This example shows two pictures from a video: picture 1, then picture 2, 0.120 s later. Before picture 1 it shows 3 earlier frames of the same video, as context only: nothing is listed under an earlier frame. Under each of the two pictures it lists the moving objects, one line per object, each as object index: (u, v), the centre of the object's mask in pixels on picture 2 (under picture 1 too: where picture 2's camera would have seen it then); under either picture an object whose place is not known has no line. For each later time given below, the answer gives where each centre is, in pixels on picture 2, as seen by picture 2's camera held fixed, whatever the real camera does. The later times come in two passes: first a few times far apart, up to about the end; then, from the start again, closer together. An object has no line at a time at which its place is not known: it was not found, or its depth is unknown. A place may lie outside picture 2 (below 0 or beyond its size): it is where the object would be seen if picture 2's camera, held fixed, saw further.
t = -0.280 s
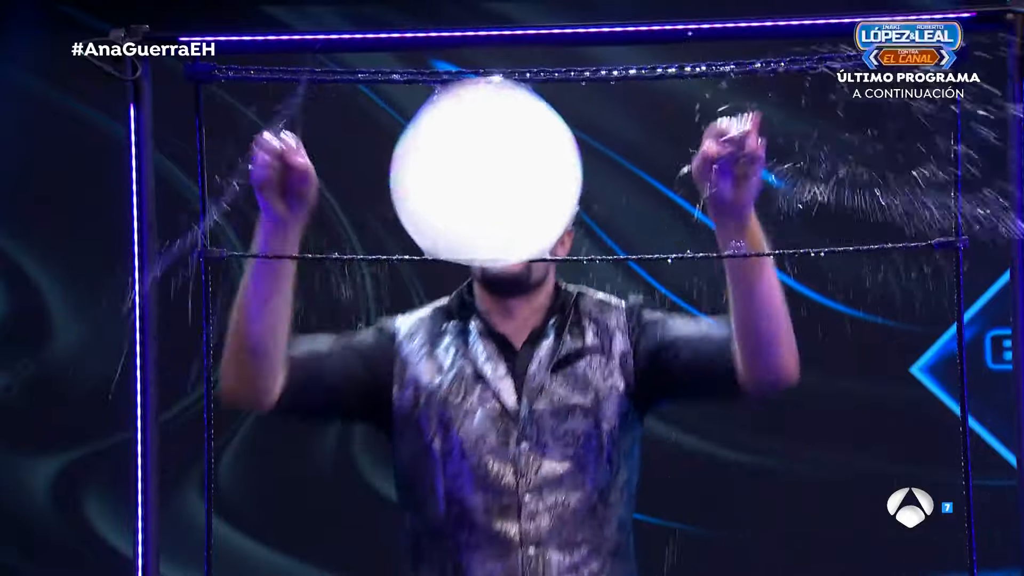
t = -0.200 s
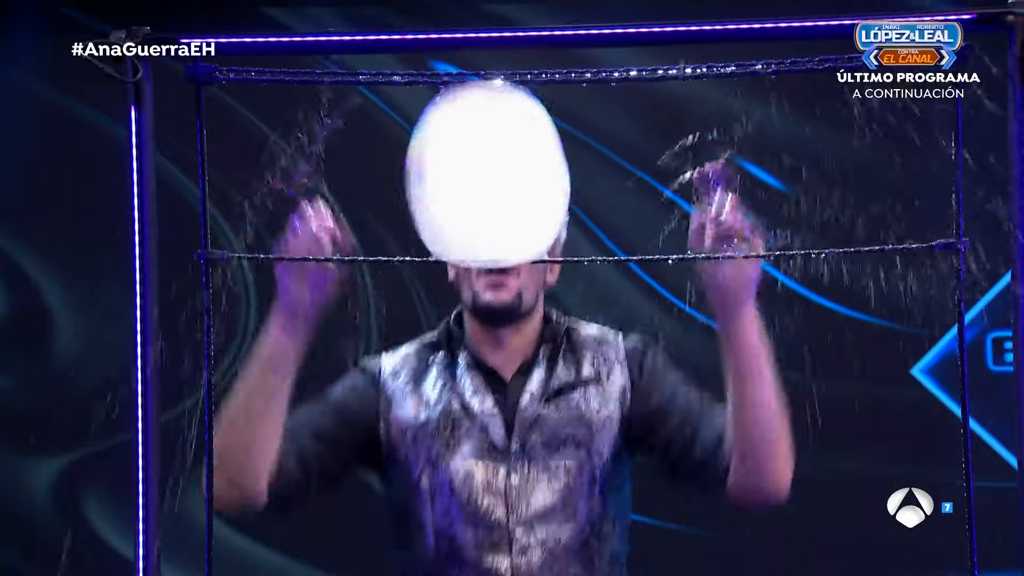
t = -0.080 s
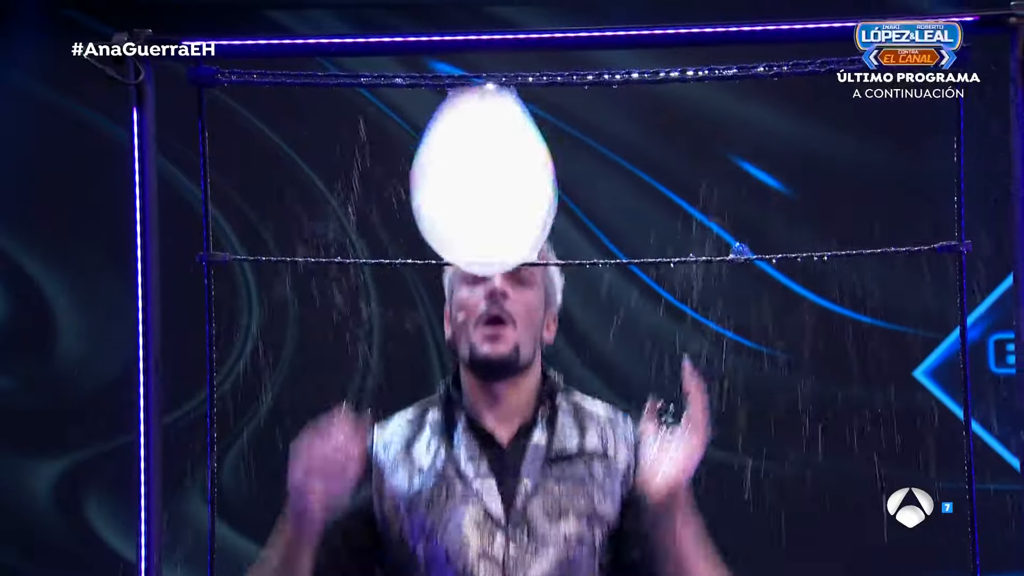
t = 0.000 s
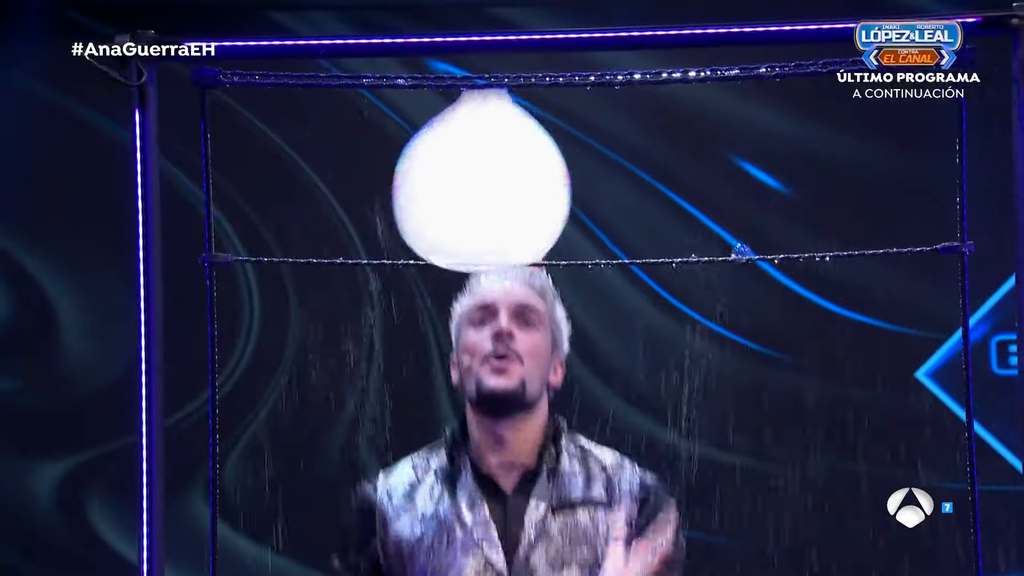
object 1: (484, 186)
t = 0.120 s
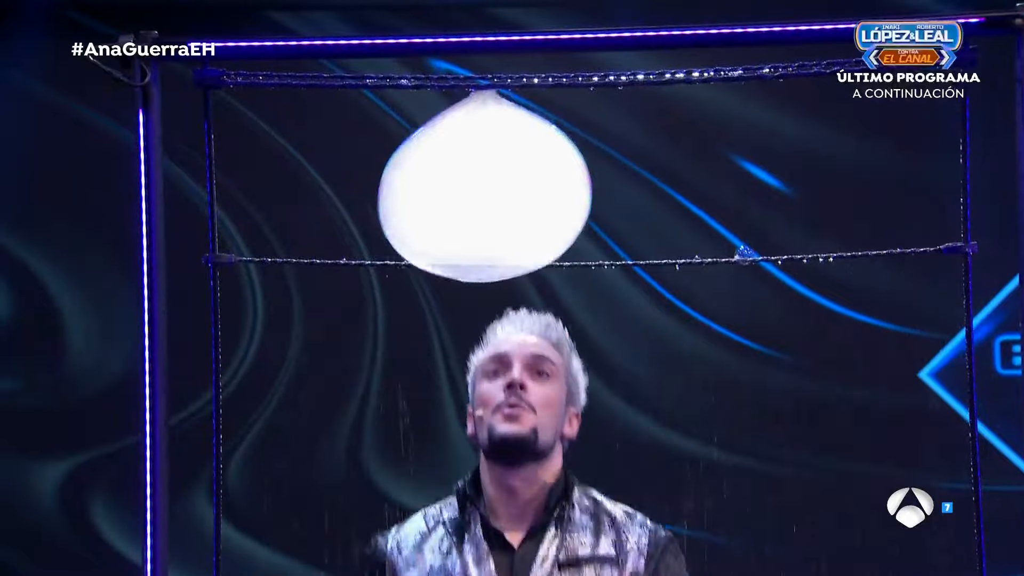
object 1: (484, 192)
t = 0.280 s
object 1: (478, 192)
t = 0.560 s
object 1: (470, 182)
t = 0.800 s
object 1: (452, 209)
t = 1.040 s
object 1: (427, 236)
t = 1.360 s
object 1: (371, 306)
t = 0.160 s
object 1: (485, 193)
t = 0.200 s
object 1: (482, 194)
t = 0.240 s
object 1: (479, 194)
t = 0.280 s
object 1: (478, 192)
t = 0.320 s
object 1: (476, 192)
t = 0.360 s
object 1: (474, 192)
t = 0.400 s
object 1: (475, 189)
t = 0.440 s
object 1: (474, 187)
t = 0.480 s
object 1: (472, 184)
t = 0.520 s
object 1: (470, 183)
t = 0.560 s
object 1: (470, 182)
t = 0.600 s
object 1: (467, 183)
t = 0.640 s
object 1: (467, 184)
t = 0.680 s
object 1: (464, 193)
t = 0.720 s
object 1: (459, 200)
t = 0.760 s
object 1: (456, 205)
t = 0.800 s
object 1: (452, 209)
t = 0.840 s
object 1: (449, 209)
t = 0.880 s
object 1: (446, 210)
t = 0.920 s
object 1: (444, 215)
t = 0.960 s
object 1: (440, 223)
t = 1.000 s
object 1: (437, 230)
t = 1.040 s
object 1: (427, 236)
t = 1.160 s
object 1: (399, 261)
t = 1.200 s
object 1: (392, 270)
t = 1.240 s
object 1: (389, 280)
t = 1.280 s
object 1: (387, 291)
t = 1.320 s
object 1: (381, 298)
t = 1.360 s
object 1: (371, 306)
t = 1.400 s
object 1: (360, 315)
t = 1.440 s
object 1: (348, 323)
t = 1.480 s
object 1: (338, 332)
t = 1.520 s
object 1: (330, 342)
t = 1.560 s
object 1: (326, 354)
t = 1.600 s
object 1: (322, 366)
